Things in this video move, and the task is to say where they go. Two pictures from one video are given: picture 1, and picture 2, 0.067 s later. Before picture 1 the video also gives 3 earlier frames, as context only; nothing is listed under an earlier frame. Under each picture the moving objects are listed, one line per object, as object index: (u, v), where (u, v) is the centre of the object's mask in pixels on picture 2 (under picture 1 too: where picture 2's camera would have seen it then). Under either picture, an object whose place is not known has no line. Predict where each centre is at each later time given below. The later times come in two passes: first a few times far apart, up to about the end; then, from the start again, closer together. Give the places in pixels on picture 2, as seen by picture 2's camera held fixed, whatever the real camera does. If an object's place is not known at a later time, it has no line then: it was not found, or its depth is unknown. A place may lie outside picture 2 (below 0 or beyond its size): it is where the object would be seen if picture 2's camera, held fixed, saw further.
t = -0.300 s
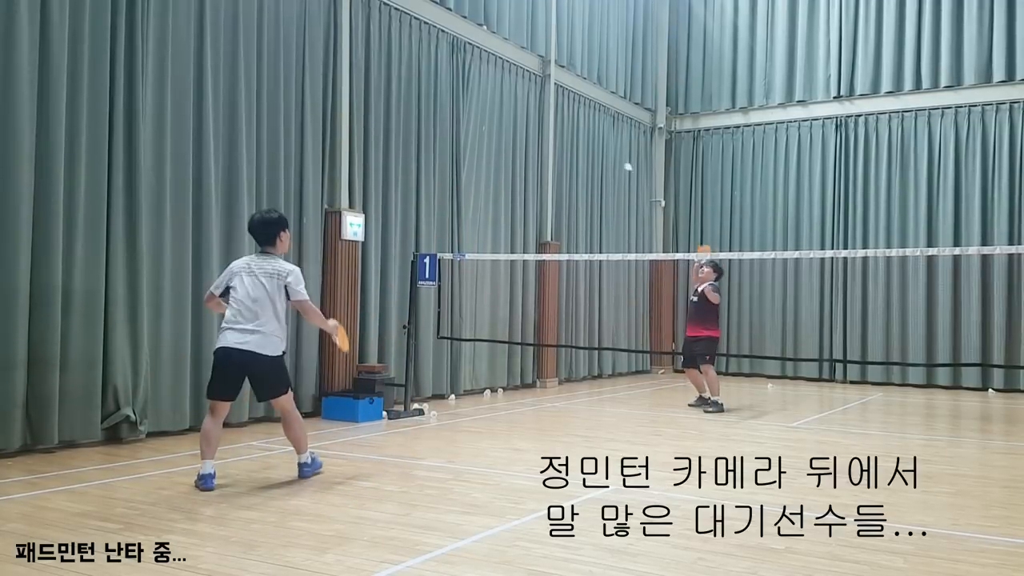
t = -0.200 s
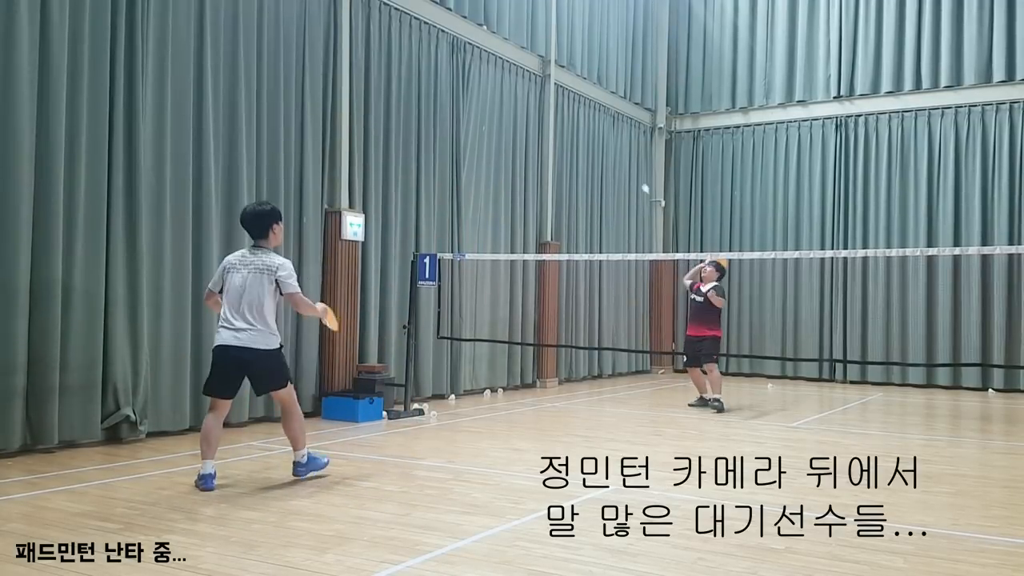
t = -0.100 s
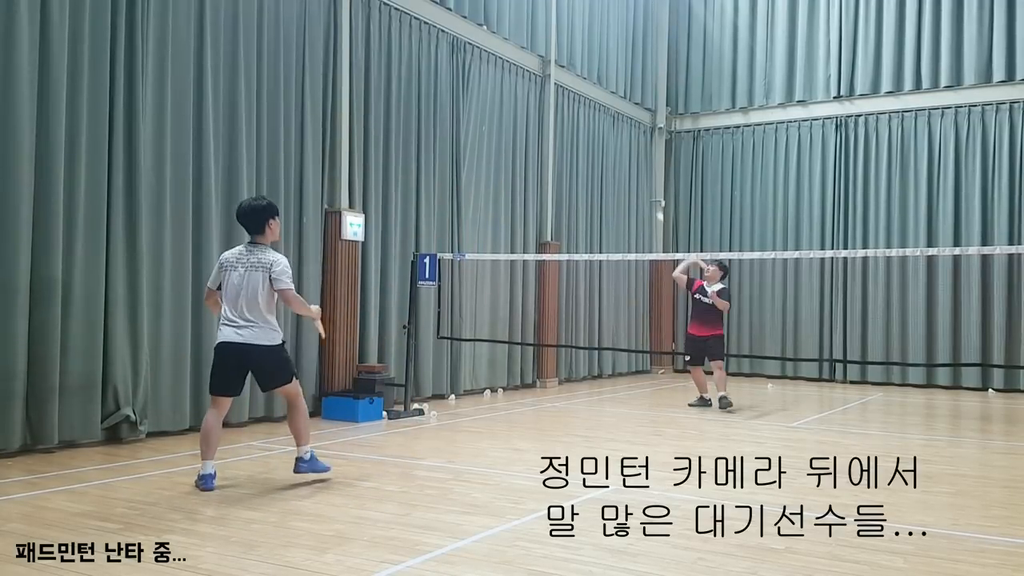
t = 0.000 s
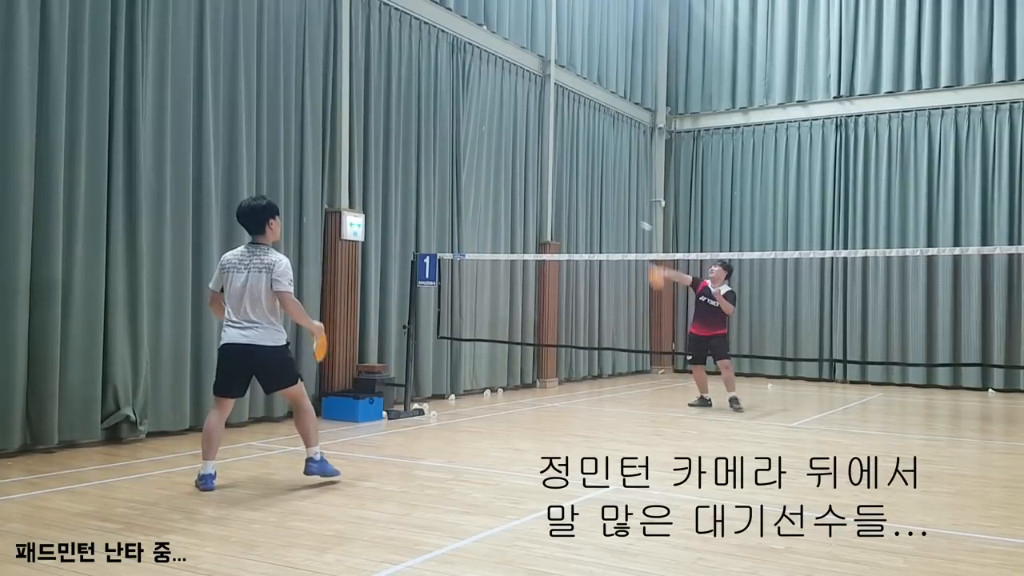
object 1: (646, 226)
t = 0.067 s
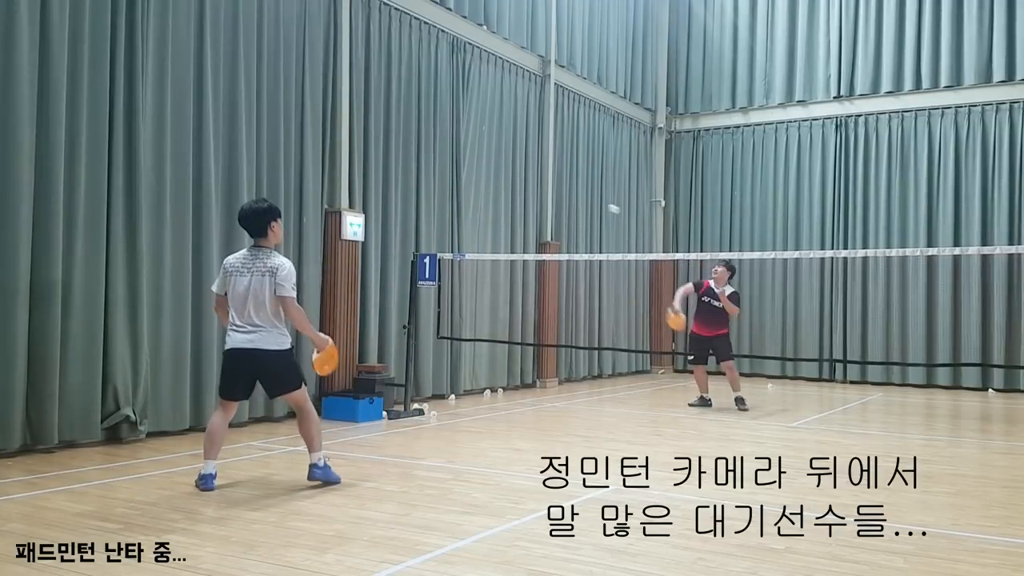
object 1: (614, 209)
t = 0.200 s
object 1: (552, 193)
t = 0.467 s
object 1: (431, 228)
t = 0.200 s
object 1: (552, 193)
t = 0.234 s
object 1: (538, 192)
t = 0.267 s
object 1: (523, 193)
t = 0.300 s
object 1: (507, 195)
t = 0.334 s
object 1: (493, 197)
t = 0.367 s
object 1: (477, 203)
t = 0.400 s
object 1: (462, 210)
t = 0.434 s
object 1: (447, 218)
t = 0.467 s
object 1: (431, 228)
